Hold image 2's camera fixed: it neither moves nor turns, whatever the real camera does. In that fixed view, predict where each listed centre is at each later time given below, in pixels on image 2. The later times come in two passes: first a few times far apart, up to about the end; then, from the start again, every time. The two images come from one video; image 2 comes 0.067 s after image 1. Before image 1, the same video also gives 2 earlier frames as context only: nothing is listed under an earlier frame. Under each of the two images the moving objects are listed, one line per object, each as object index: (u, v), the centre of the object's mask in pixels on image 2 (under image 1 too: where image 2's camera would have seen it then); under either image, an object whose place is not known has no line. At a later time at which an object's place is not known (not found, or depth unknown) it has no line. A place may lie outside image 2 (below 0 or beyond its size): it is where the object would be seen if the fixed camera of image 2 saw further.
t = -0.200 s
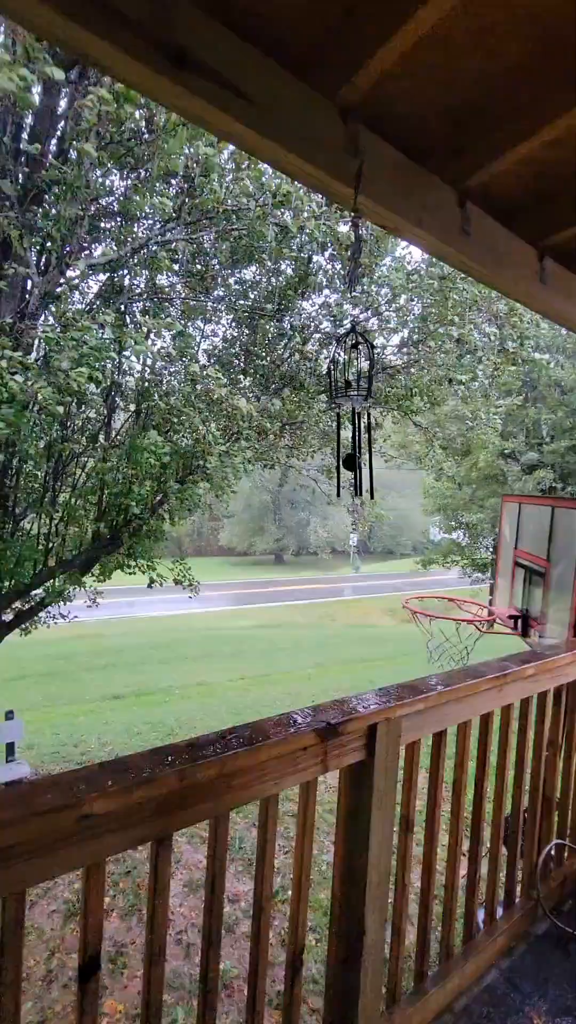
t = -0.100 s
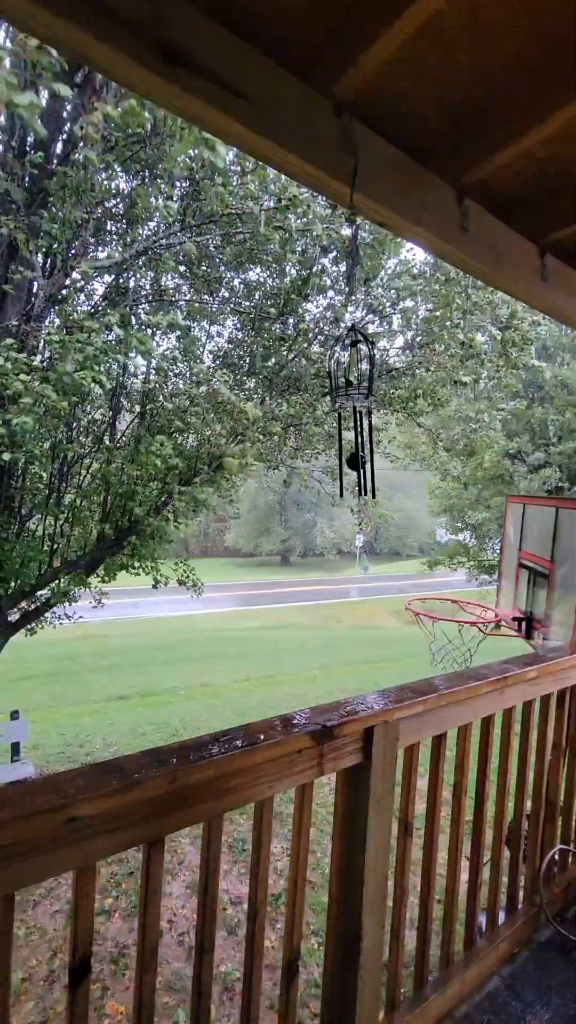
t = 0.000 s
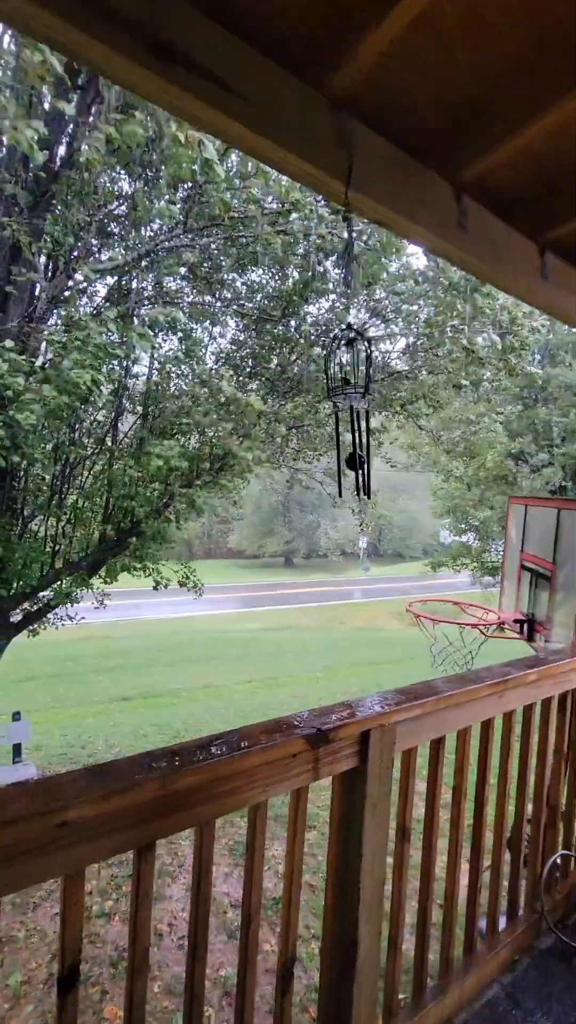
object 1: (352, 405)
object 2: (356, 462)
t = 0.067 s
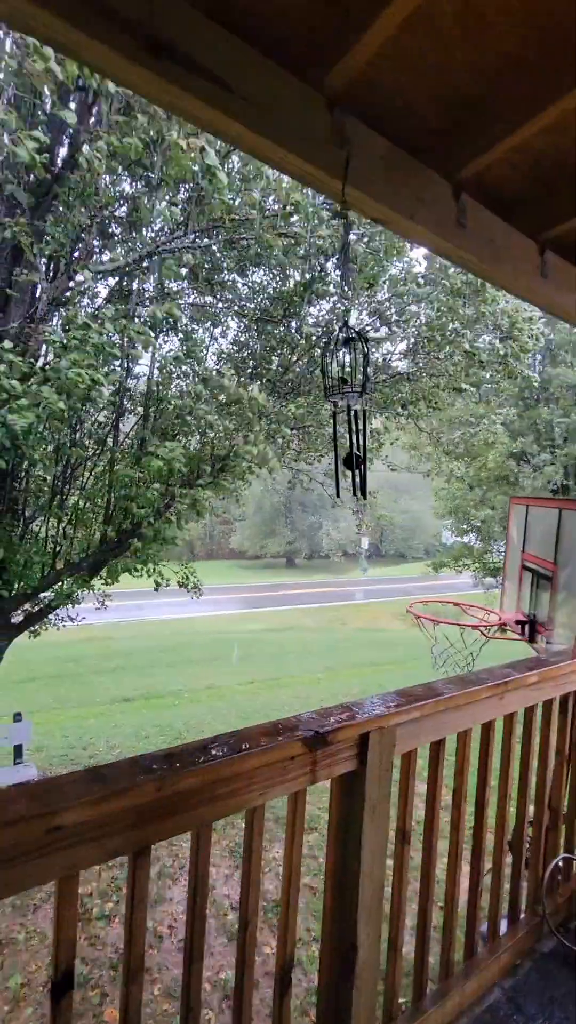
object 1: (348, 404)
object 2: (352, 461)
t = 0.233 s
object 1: (335, 401)
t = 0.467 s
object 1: (307, 399)
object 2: (300, 457)
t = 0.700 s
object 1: (289, 388)
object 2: (274, 457)
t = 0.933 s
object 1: (295, 389)
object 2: (282, 462)
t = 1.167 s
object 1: (319, 391)
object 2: (315, 466)
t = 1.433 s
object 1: (335, 384)
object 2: (339, 466)
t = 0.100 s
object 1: (347, 404)
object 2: (349, 461)
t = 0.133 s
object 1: (343, 402)
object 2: (346, 460)
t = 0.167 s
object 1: (340, 401)
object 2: (343, 460)
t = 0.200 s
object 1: (338, 402)
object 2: (339, 459)
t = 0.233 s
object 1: (335, 401)
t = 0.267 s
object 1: (332, 401)
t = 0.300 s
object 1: (329, 404)
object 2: (325, 459)
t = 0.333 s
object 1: (324, 400)
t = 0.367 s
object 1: (319, 399)
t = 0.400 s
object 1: (316, 403)
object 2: (310, 458)
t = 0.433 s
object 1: (311, 397)
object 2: (304, 457)
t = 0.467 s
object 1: (307, 399)
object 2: (300, 457)
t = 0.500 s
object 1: (304, 395)
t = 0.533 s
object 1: (301, 395)
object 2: (291, 456)
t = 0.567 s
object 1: (298, 393)
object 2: (287, 457)
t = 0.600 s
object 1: (295, 392)
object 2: (283, 457)
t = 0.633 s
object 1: (292, 388)
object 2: (279, 456)
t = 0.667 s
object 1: (291, 389)
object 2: (276, 456)
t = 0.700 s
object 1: (289, 388)
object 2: (274, 457)
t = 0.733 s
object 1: (288, 386)
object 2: (272, 458)
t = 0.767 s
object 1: (288, 386)
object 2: (272, 458)
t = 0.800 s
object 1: (288, 386)
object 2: (272, 459)
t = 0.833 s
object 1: (289, 385)
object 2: (273, 460)
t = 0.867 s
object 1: (290, 388)
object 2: (275, 461)
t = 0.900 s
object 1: (292, 386)
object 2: (278, 462)
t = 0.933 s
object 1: (295, 389)
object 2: (282, 462)
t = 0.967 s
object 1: (298, 389)
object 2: (286, 463)
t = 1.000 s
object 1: (301, 391)
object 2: (292, 463)
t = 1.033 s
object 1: (305, 392)
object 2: (293, 463)
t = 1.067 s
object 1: (308, 392)
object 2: (300, 464)
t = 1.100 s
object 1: (312, 391)
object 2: (305, 465)
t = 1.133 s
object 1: (316, 393)
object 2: (310, 465)
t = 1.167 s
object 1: (319, 391)
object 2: (315, 466)
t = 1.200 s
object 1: (322, 391)
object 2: (318, 466)
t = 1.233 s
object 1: (325, 390)
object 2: (322, 466)
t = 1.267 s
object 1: (328, 391)
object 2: (327, 466)
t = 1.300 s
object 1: (330, 390)
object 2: (331, 466)
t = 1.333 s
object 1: (332, 389)
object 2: (333, 466)
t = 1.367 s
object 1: (333, 388)
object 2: (336, 466)
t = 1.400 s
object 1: (335, 386)
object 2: (338, 466)
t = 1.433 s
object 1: (335, 384)
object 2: (339, 466)
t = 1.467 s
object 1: (334, 385)
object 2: (338, 465)
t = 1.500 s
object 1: (334, 385)
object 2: (336, 466)
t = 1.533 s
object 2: (335, 467)
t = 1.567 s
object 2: (333, 465)
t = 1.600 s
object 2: (330, 466)
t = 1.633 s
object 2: (325, 466)
